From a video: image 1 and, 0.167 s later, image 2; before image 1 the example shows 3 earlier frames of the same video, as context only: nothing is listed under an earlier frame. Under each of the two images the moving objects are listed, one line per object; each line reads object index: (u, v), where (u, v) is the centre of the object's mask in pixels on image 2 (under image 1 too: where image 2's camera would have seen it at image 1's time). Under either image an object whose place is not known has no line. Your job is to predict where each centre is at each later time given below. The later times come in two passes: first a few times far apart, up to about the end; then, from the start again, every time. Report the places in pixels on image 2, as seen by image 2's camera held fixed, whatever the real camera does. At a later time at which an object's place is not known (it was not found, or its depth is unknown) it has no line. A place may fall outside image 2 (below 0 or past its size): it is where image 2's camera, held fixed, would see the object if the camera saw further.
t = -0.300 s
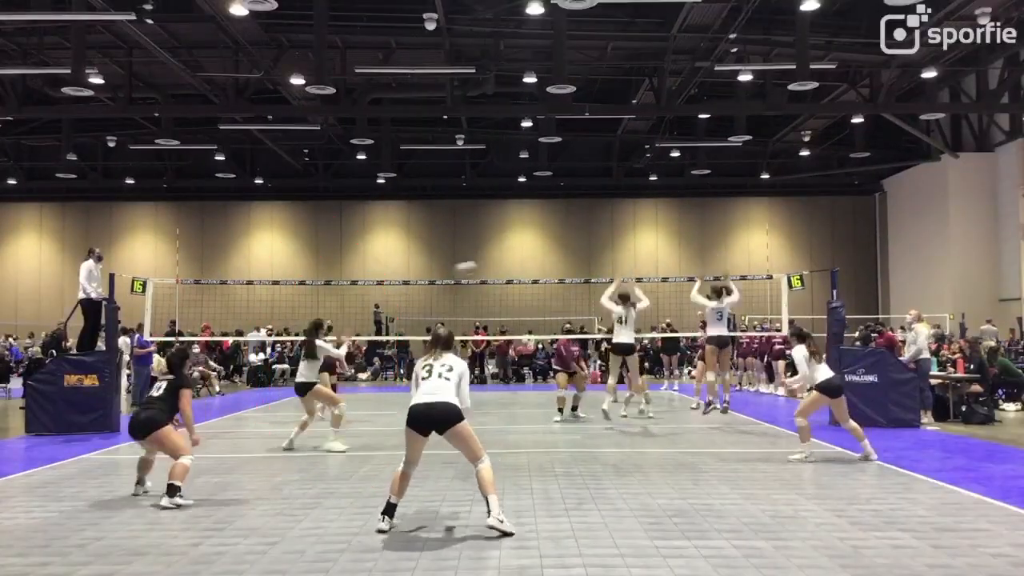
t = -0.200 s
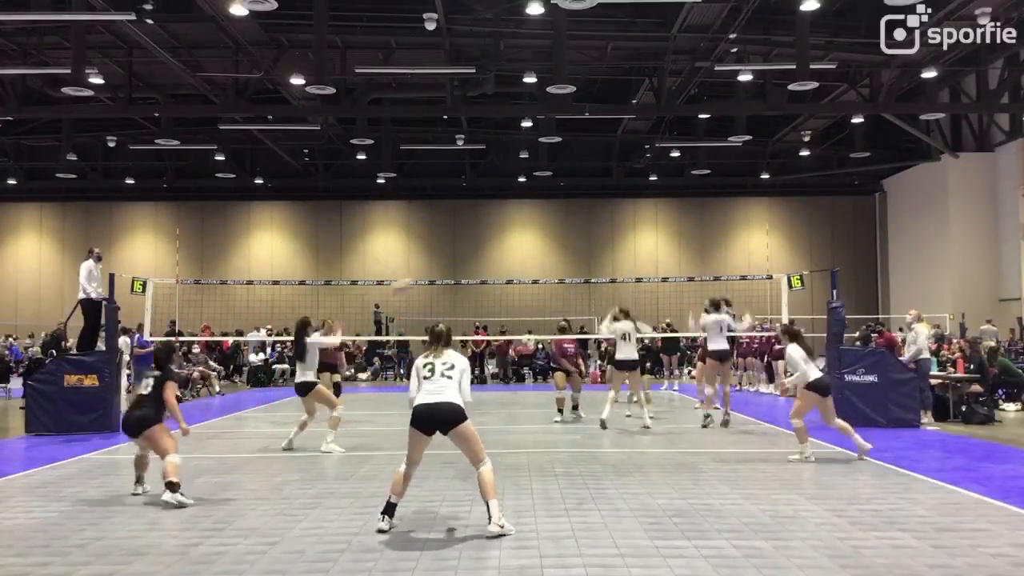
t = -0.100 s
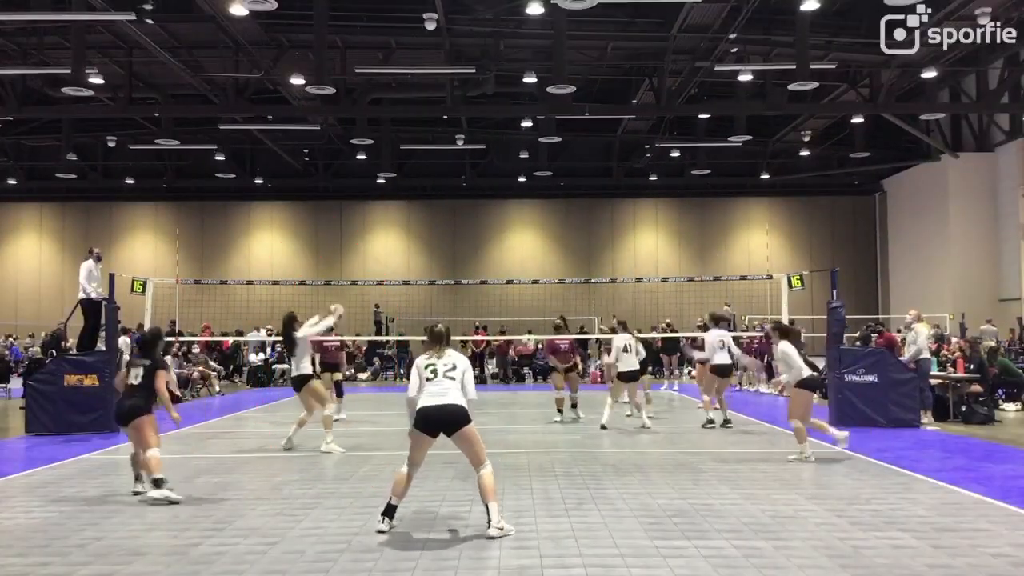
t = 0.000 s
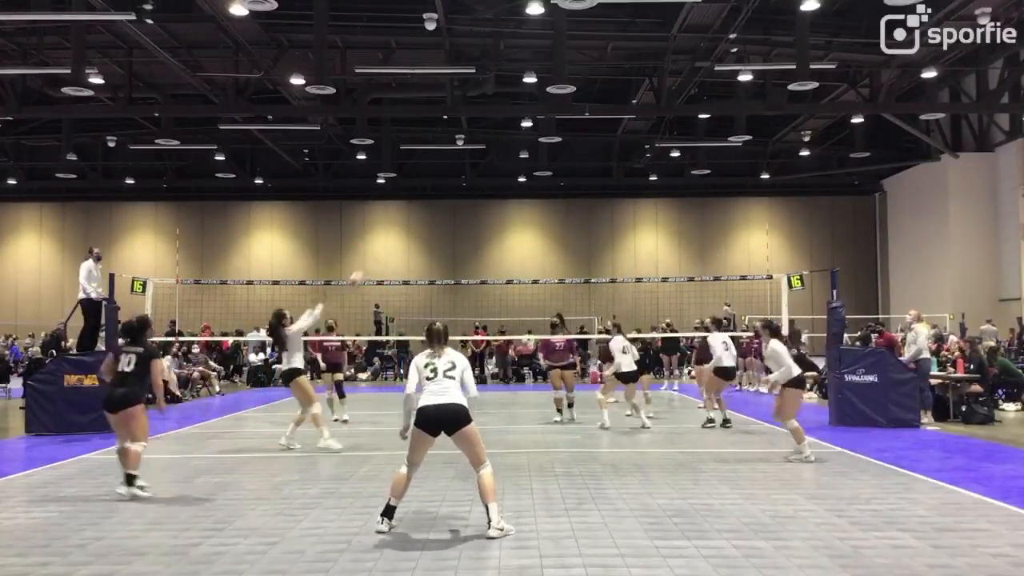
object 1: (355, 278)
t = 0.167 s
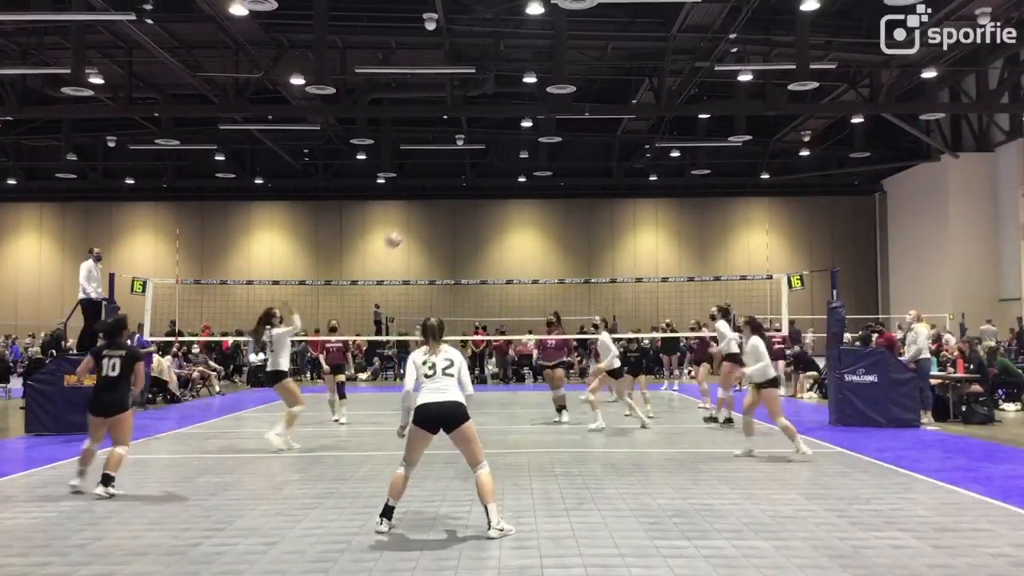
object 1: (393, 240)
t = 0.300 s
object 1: (421, 223)
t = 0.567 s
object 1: (474, 229)
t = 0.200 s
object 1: (400, 234)
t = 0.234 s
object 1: (407, 226)
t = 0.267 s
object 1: (415, 223)
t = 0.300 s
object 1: (421, 223)
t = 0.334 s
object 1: (427, 220)
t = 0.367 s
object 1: (433, 220)
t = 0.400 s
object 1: (441, 220)
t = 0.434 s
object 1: (447, 220)
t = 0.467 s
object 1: (454, 221)
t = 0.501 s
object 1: (461, 223)
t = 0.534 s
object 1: (468, 226)
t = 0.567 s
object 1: (474, 229)
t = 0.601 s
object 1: (481, 233)
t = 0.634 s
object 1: (487, 236)
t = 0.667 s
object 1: (494, 241)
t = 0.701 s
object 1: (501, 250)
